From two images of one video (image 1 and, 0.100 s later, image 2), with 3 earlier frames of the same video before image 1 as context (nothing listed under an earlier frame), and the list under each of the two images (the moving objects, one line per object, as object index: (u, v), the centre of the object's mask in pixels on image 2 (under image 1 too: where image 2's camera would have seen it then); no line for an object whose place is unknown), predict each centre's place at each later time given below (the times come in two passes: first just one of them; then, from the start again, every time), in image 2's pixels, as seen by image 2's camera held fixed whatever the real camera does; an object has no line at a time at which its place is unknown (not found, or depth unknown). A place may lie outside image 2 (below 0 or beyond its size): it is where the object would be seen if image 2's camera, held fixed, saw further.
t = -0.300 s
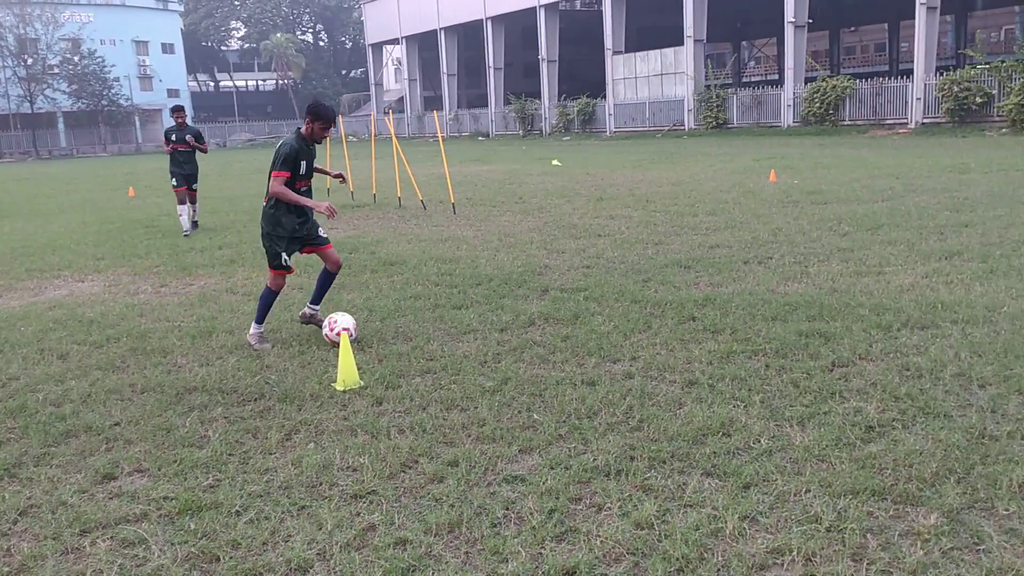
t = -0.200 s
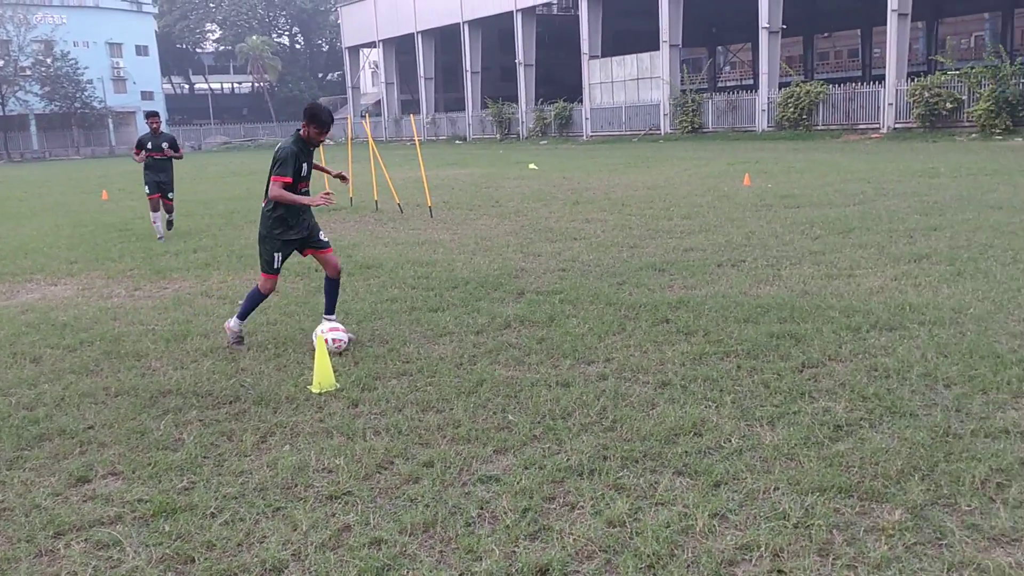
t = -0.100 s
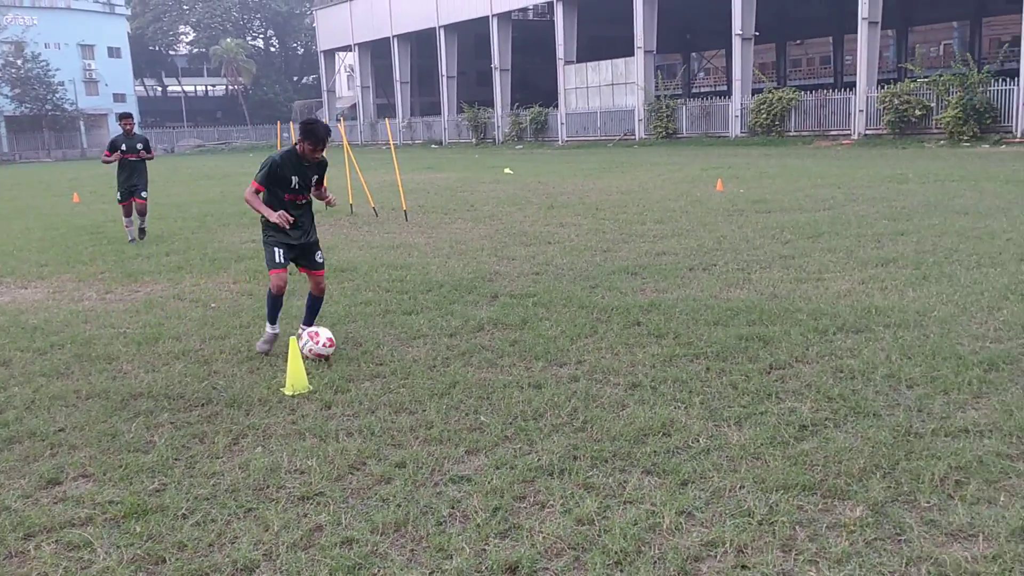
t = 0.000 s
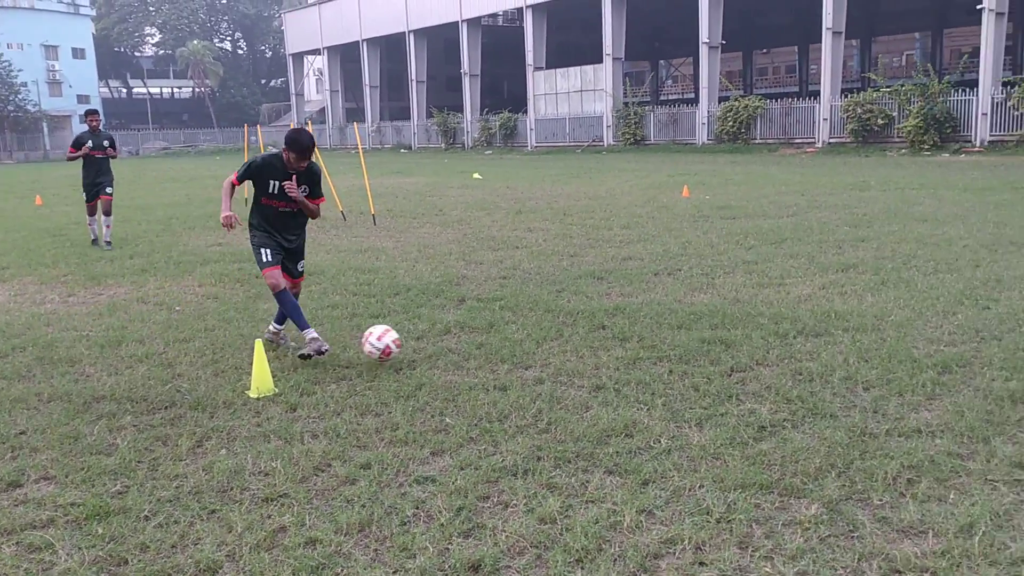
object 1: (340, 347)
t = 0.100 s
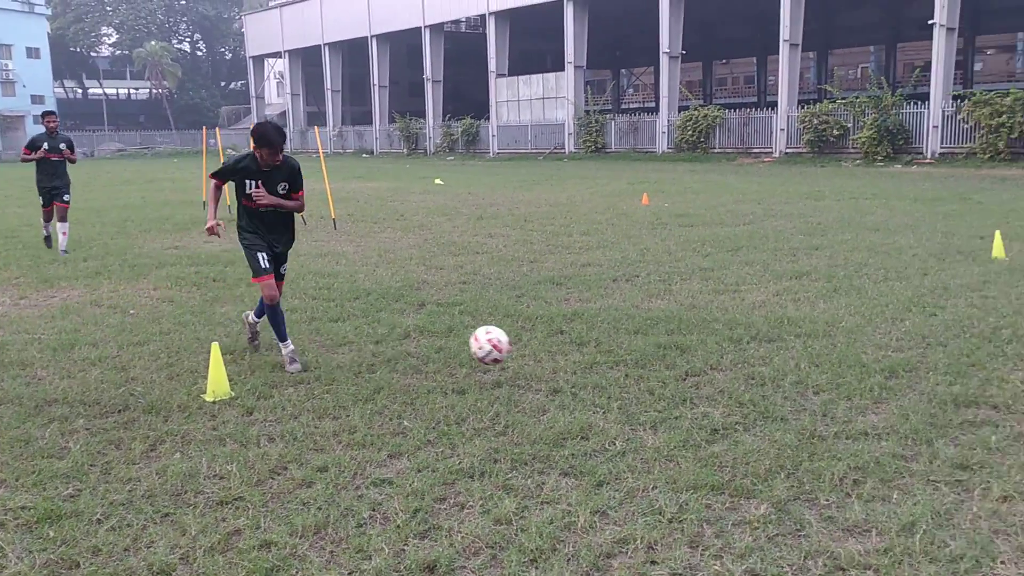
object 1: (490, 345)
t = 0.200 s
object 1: (660, 362)
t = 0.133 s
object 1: (544, 348)
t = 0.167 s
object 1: (601, 354)
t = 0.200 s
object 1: (660, 362)
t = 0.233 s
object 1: (722, 373)
